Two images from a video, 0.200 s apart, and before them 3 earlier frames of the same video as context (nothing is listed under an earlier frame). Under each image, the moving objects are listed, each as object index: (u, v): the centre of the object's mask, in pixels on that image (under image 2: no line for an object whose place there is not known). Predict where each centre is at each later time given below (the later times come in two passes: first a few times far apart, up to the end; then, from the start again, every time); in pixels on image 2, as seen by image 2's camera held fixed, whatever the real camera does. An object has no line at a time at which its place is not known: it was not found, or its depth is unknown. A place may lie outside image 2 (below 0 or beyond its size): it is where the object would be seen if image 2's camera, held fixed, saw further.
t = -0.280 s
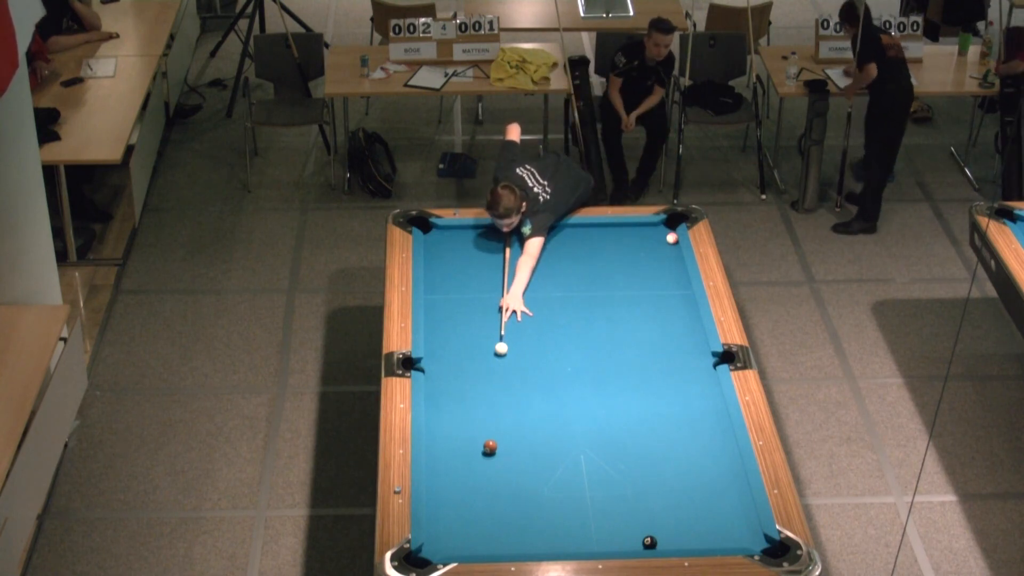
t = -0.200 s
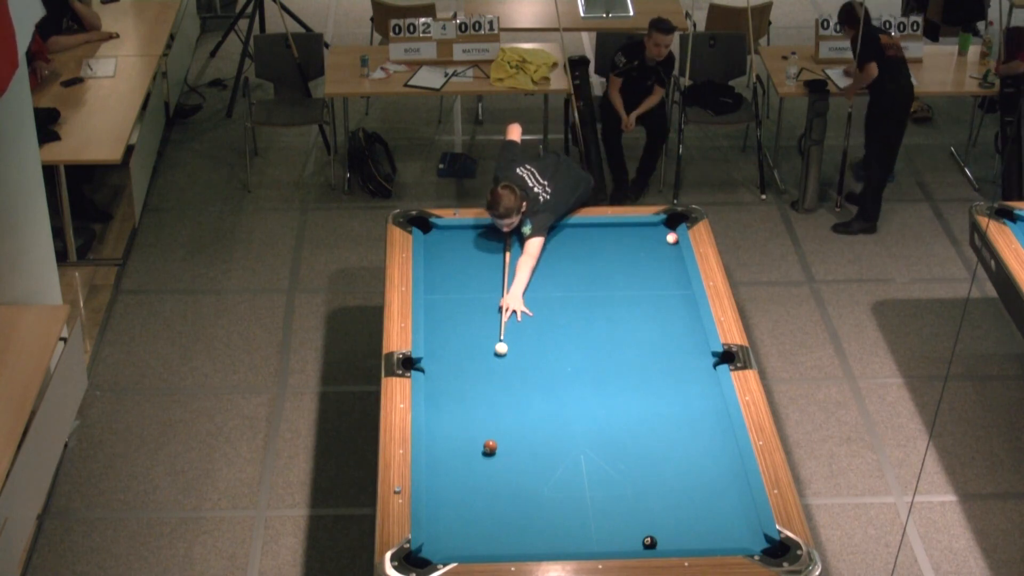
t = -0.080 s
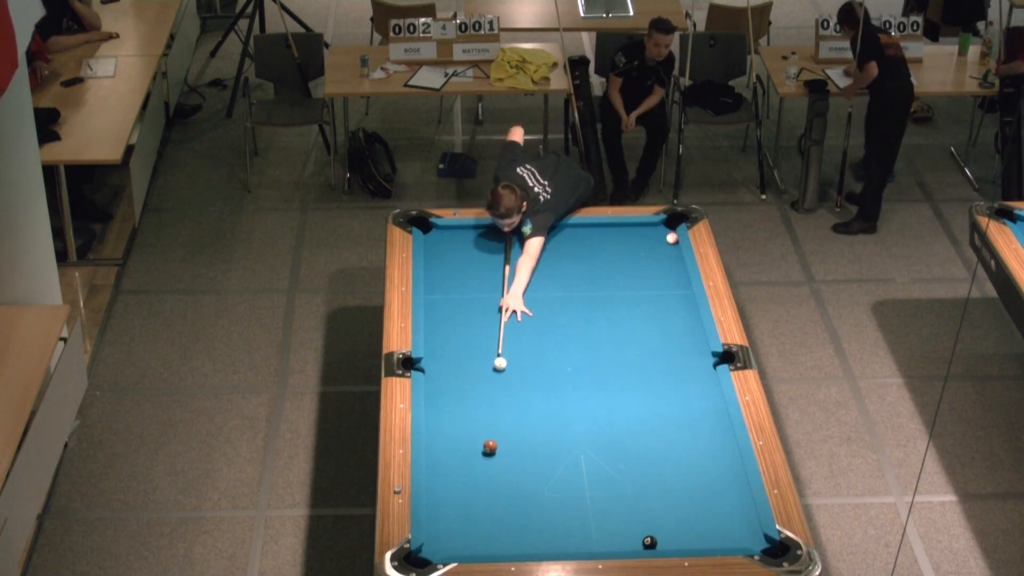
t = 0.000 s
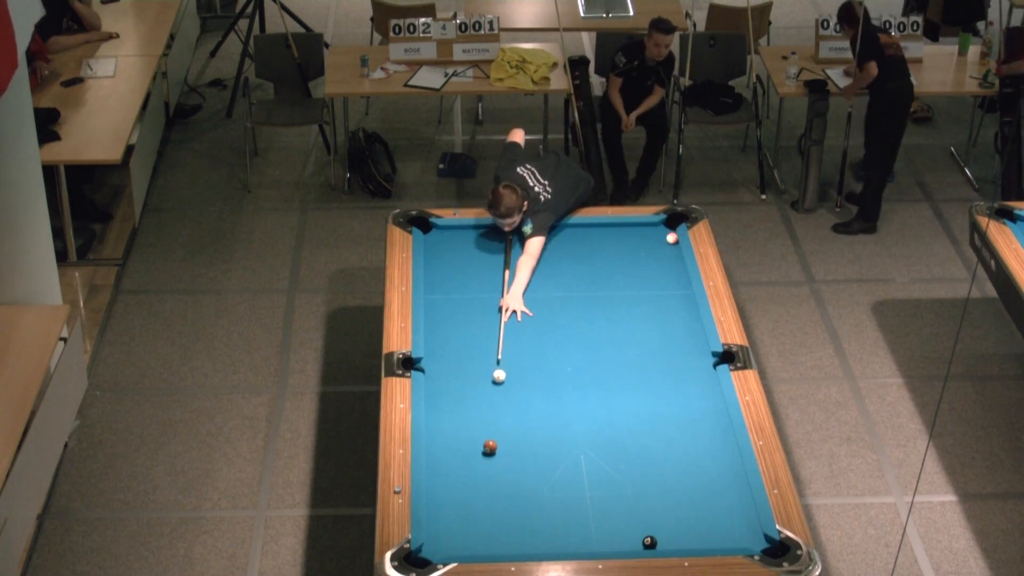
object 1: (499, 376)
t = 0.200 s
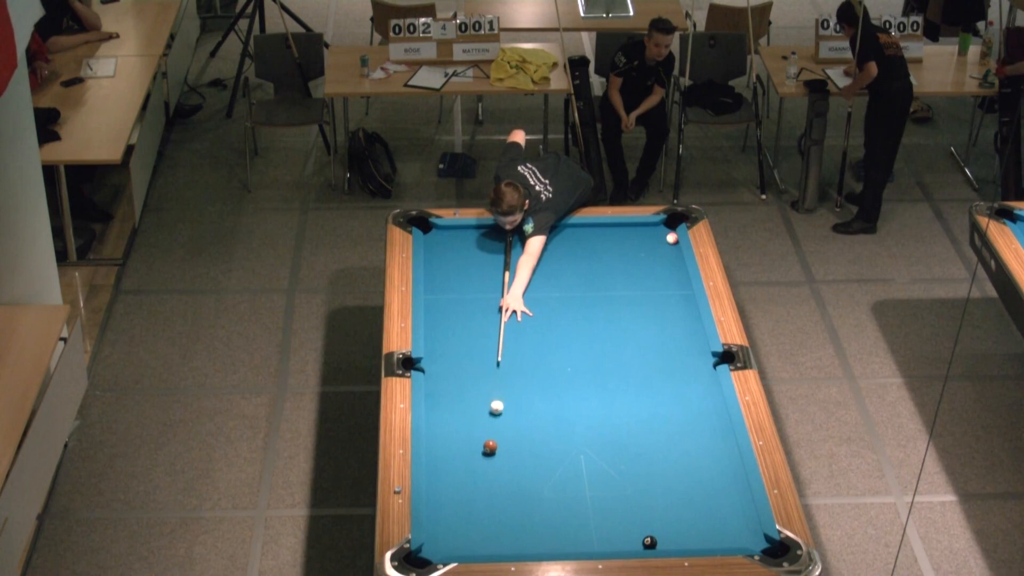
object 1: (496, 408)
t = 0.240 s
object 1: (496, 414)
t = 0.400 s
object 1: (496, 438)
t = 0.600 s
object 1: (504, 447)
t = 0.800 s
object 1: (512, 457)
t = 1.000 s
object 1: (521, 466)
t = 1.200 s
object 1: (529, 475)
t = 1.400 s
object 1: (536, 483)
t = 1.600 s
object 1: (544, 492)
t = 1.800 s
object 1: (551, 500)
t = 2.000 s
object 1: (558, 507)
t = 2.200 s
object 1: (564, 514)
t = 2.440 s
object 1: (571, 522)
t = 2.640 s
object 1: (577, 529)
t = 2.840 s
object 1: (582, 534)
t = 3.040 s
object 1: (587, 539)
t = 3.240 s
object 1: (591, 543)
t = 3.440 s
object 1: (595, 546)
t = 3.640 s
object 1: (597, 545)
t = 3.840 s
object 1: (598, 544)
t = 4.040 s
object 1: (600, 543)
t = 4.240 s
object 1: (600, 543)
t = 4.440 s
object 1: (601, 542)
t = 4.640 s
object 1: (601, 542)
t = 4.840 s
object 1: (601, 542)
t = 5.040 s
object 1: (601, 542)
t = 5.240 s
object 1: (601, 542)
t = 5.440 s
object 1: (601, 542)
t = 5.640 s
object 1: (601, 542)
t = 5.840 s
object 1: (601, 542)
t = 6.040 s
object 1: (601, 542)
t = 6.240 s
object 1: (601, 542)
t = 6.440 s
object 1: (601, 542)
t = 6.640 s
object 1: (601, 542)
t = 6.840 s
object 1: (601, 542)
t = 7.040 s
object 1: (601, 542)
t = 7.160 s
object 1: (601, 542)
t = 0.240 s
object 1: (496, 414)
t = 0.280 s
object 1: (495, 421)
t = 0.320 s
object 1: (495, 427)
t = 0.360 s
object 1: (495, 433)
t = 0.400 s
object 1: (496, 438)
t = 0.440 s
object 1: (497, 440)
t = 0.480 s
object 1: (499, 442)
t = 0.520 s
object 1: (500, 443)
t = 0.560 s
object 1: (502, 445)
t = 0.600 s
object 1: (504, 447)
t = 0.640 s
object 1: (505, 449)
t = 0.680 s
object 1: (507, 451)
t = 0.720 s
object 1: (509, 453)
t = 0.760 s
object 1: (511, 455)
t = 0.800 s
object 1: (512, 457)
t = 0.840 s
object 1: (514, 459)
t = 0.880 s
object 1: (516, 460)
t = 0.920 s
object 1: (517, 462)
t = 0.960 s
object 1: (519, 464)
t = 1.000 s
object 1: (521, 466)
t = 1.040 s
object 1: (522, 468)
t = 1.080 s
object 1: (524, 469)
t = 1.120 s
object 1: (525, 471)
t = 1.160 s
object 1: (527, 473)
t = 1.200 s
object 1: (529, 475)
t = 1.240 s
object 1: (530, 476)
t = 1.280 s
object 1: (532, 479)
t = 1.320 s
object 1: (533, 480)
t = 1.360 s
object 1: (535, 482)
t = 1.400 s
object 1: (536, 483)
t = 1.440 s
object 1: (538, 485)
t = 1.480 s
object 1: (539, 487)
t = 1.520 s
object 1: (541, 489)
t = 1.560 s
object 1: (542, 490)
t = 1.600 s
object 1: (544, 492)
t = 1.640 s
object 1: (545, 493)
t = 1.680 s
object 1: (547, 495)
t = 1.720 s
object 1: (548, 497)
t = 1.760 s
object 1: (549, 498)
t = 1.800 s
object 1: (551, 500)
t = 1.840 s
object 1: (552, 501)
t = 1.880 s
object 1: (554, 503)
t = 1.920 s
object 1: (555, 504)
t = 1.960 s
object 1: (556, 506)
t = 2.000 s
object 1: (558, 507)
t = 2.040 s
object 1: (559, 509)
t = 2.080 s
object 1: (560, 510)
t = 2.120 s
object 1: (562, 511)
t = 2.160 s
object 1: (563, 513)
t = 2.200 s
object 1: (564, 514)
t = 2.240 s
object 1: (566, 515)
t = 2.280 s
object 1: (567, 517)
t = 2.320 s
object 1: (568, 518)
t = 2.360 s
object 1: (569, 520)
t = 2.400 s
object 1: (570, 521)
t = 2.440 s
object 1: (571, 522)
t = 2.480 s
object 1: (573, 523)
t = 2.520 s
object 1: (574, 525)
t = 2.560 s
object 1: (575, 526)
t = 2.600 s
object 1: (576, 527)
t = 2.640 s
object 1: (577, 529)
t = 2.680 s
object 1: (578, 530)
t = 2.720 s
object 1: (579, 531)
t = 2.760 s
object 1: (580, 532)
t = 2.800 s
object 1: (581, 533)
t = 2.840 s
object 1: (582, 534)
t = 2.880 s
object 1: (583, 535)
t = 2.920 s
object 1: (584, 536)
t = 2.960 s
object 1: (585, 537)
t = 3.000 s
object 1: (586, 538)
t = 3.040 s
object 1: (587, 539)
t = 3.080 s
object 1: (588, 540)
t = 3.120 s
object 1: (589, 541)
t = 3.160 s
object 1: (590, 542)
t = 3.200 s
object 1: (591, 542)
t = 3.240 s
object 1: (591, 543)
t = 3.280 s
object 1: (592, 544)
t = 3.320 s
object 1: (593, 544)
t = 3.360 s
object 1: (593, 544)
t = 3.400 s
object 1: (595, 545)
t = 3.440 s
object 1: (595, 546)
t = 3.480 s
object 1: (596, 546)
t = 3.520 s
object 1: (596, 546)
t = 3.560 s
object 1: (596, 545)
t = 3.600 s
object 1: (597, 545)
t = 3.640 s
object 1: (597, 545)
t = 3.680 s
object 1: (597, 544)
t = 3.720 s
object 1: (598, 544)
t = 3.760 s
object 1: (598, 544)
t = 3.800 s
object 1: (598, 544)
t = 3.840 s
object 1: (598, 544)
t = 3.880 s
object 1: (598, 544)
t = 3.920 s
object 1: (599, 544)
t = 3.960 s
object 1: (599, 544)
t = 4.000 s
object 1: (599, 543)
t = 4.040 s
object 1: (600, 543)
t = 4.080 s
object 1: (600, 543)
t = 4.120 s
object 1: (600, 543)
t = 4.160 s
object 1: (600, 543)
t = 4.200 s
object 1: (600, 543)
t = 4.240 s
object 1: (600, 543)
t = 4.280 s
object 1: (601, 543)
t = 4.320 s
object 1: (601, 543)
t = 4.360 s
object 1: (601, 542)
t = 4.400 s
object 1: (601, 543)
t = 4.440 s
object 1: (601, 542)
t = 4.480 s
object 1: (601, 542)
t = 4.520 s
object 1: (601, 542)
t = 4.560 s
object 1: (601, 542)
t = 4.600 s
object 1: (601, 542)
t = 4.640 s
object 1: (601, 542)
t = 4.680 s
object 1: (601, 542)
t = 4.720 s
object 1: (601, 542)
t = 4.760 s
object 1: (601, 542)
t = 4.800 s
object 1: (601, 542)
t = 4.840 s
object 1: (601, 542)
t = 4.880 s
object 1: (601, 542)
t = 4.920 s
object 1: (601, 542)
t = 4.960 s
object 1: (601, 542)
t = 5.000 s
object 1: (601, 542)
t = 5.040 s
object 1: (601, 542)
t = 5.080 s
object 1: (601, 542)
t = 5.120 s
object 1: (601, 542)
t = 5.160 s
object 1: (601, 542)
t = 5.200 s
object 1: (601, 542)
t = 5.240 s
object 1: (601, 542)
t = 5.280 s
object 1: (601, 542)
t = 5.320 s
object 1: (601, 542)
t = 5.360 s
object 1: (601, 542)
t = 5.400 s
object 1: (601, 542)
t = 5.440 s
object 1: (601, 542)
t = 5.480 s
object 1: (601, 542)
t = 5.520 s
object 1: (601, 542)
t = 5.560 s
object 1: (601, 542)
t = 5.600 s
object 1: (601, 542)
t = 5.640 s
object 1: (601, 542)
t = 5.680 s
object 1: (601, 542)
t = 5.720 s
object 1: (601, 542)
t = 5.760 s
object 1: (601, 542)
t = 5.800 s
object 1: (601, 542)
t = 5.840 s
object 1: (601, 542)
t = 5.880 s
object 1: (601, 542)
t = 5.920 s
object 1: (601, 542)
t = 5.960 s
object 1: (601, 542)
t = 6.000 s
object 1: (601, 542)
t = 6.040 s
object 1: (601, 542)
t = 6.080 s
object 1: (601, 542)
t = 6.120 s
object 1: (601, 542)
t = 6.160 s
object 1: (601, 542)
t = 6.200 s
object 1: (601, 542)
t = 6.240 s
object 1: (601, 542)
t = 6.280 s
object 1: (601, 542)
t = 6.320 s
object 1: (601, 542)
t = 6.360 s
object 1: (601, 542)
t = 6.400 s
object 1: (601, 542)
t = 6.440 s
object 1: (601, 542)
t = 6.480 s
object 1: (601, 542)
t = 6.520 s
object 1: (601, 542)
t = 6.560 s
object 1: (601, 542)
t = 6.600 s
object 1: (601, 542)
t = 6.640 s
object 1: (601, 542)
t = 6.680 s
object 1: (601, 542)
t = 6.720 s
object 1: (601, 542)
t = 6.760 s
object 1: (601, 542)
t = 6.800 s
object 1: (601, 542)
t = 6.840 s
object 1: (601, 542)
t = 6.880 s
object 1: (601, 542)
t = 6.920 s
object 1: (601, 542)
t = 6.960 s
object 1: (601, 542)
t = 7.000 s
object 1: (601, 542)
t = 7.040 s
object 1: (601, 542)
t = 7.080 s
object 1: (601, 542)
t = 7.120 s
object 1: (601, 542)
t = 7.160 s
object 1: (601, 542)
